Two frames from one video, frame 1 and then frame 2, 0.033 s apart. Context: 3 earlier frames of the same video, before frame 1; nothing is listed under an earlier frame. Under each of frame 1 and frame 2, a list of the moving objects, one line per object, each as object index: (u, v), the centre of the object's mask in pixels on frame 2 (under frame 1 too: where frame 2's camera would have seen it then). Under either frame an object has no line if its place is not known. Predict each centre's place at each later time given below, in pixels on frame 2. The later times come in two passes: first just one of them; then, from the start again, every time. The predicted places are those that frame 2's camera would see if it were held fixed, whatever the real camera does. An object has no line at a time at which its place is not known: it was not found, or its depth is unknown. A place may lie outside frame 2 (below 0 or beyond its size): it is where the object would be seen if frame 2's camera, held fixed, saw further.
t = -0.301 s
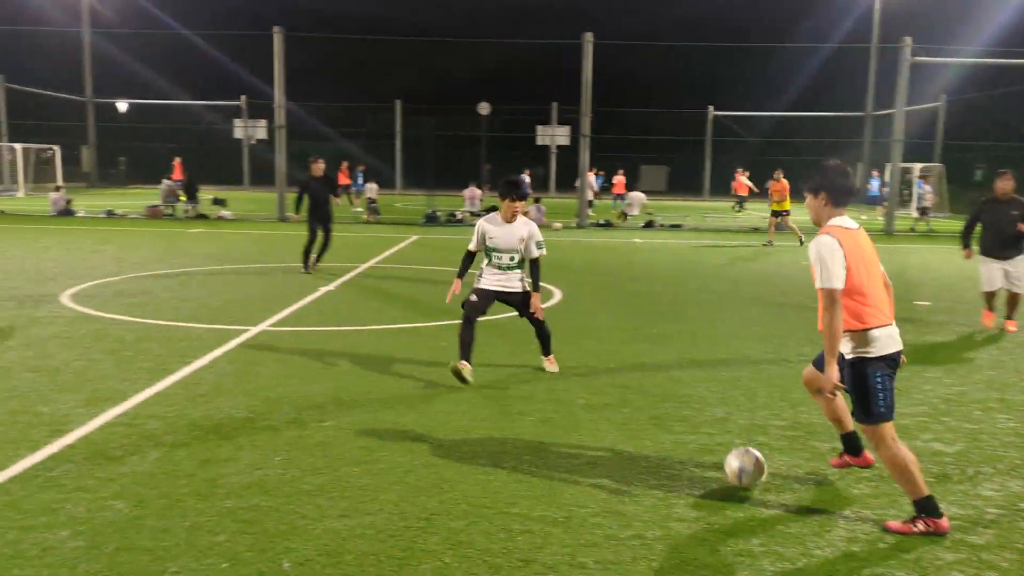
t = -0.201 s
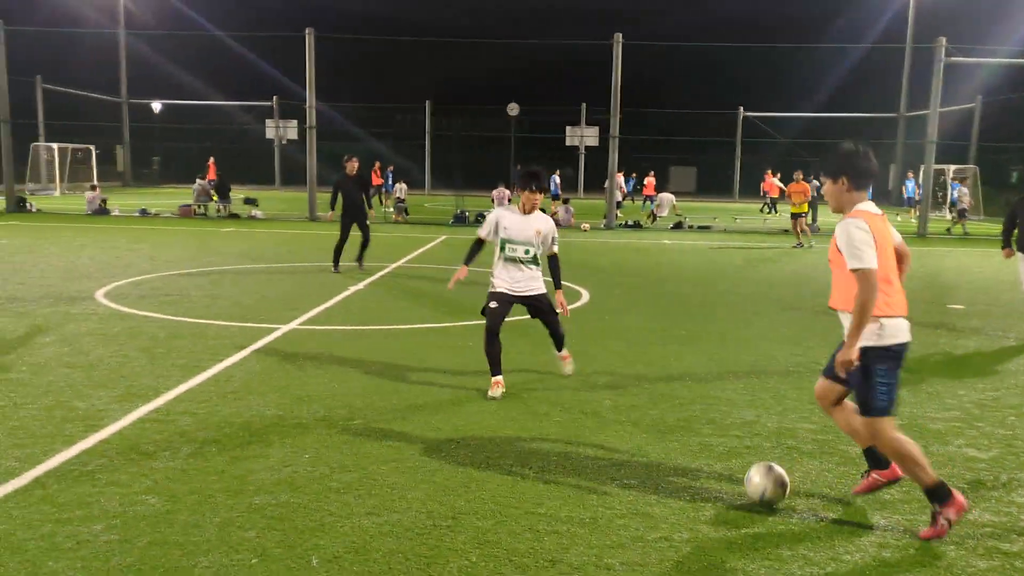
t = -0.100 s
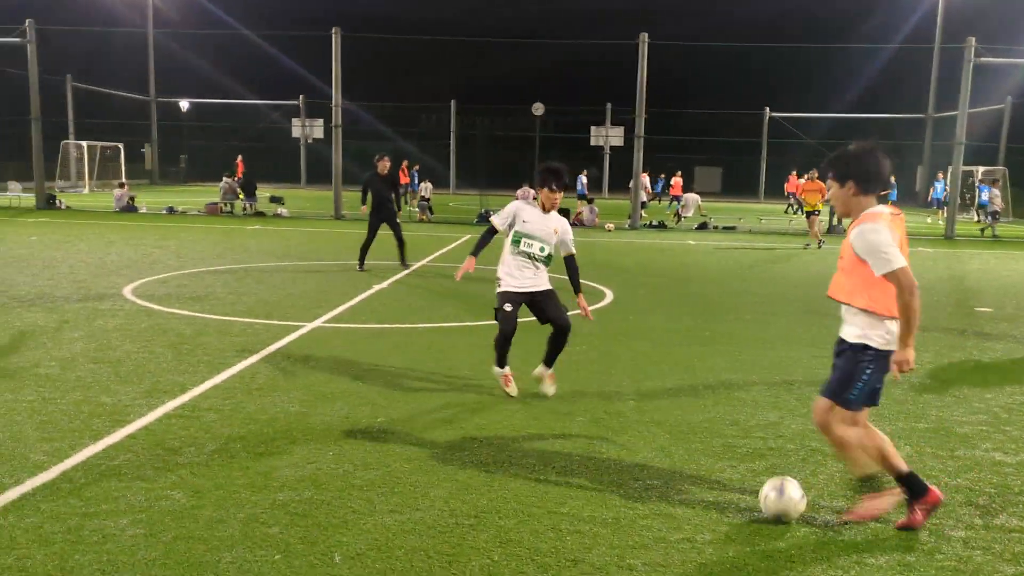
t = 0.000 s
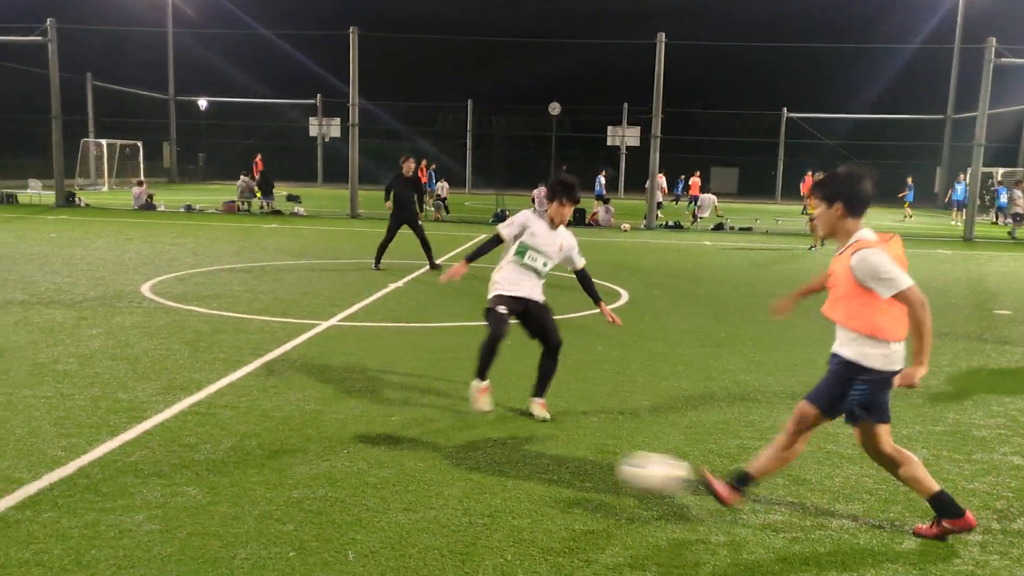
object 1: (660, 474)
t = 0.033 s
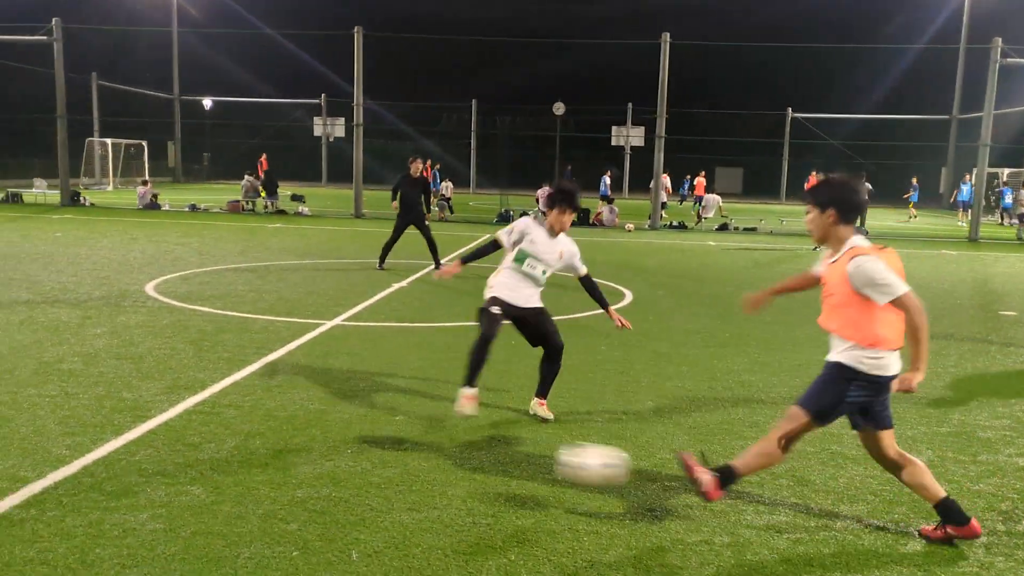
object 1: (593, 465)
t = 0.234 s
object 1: (211, 450)
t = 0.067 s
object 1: (529, 457)
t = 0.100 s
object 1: (465, 451)
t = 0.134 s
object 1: (399, 447)
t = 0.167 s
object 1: (336, 445)
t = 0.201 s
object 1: (274, 446)
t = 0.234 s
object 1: (211, 450)
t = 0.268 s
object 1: (148, 456)
